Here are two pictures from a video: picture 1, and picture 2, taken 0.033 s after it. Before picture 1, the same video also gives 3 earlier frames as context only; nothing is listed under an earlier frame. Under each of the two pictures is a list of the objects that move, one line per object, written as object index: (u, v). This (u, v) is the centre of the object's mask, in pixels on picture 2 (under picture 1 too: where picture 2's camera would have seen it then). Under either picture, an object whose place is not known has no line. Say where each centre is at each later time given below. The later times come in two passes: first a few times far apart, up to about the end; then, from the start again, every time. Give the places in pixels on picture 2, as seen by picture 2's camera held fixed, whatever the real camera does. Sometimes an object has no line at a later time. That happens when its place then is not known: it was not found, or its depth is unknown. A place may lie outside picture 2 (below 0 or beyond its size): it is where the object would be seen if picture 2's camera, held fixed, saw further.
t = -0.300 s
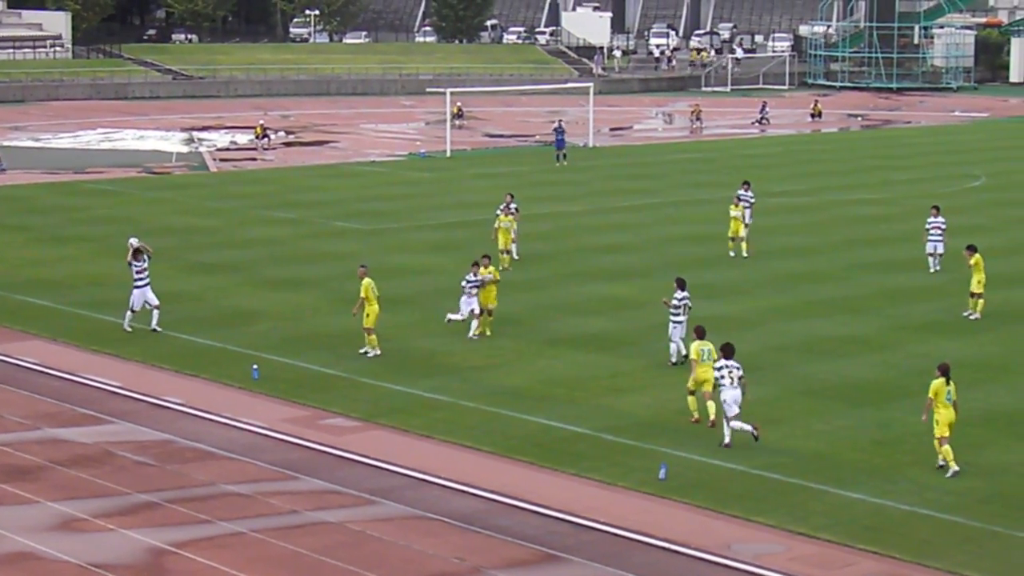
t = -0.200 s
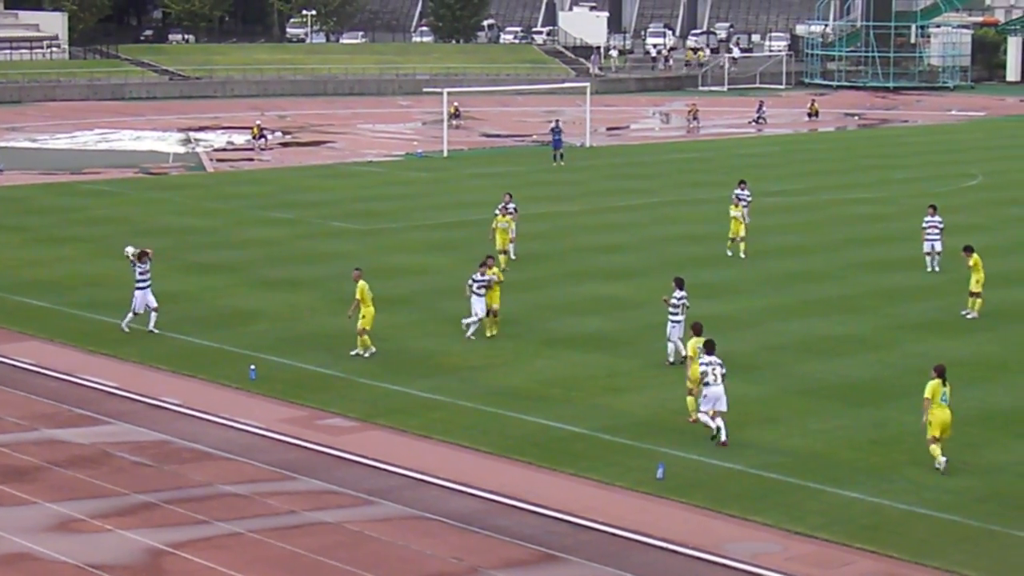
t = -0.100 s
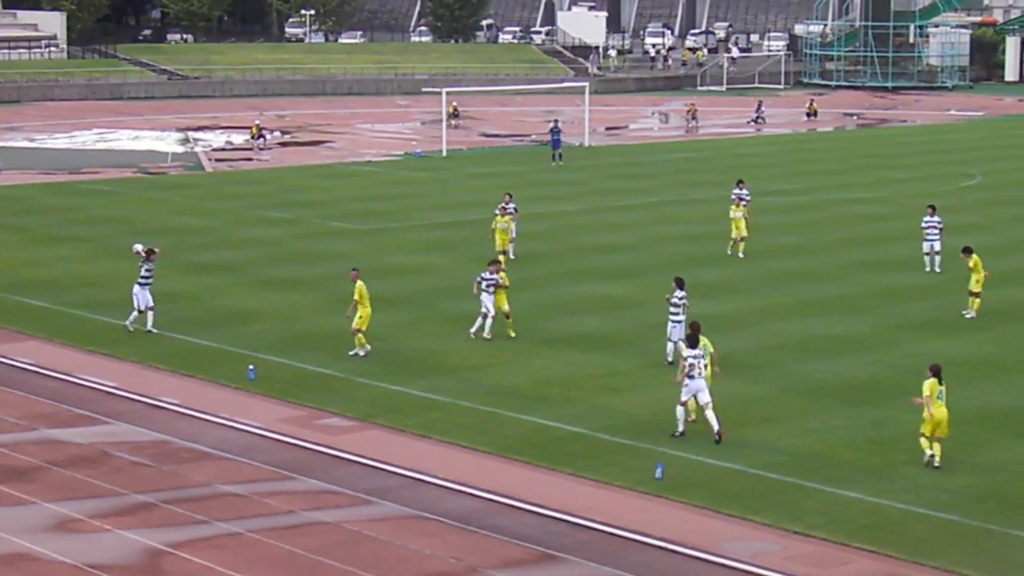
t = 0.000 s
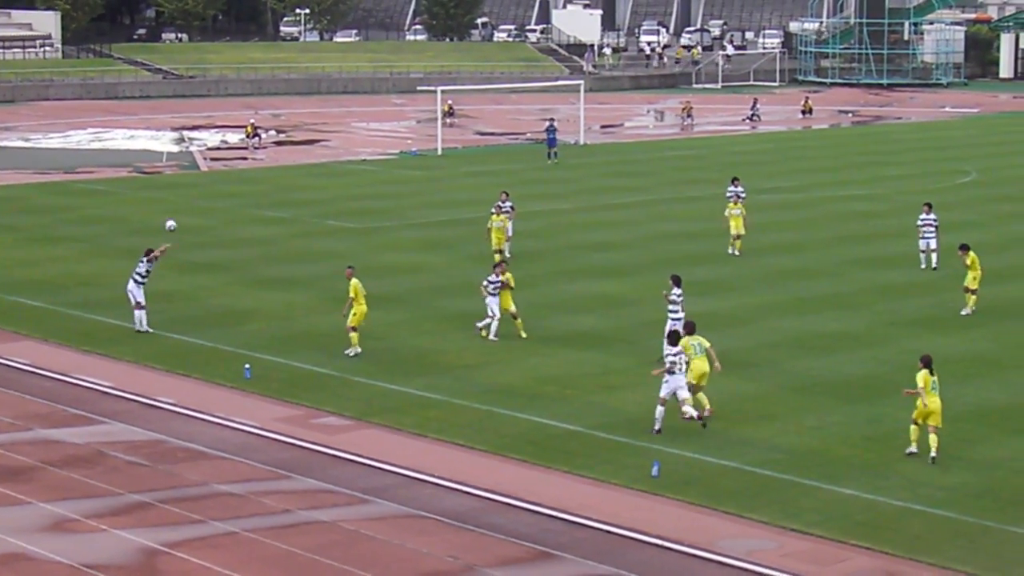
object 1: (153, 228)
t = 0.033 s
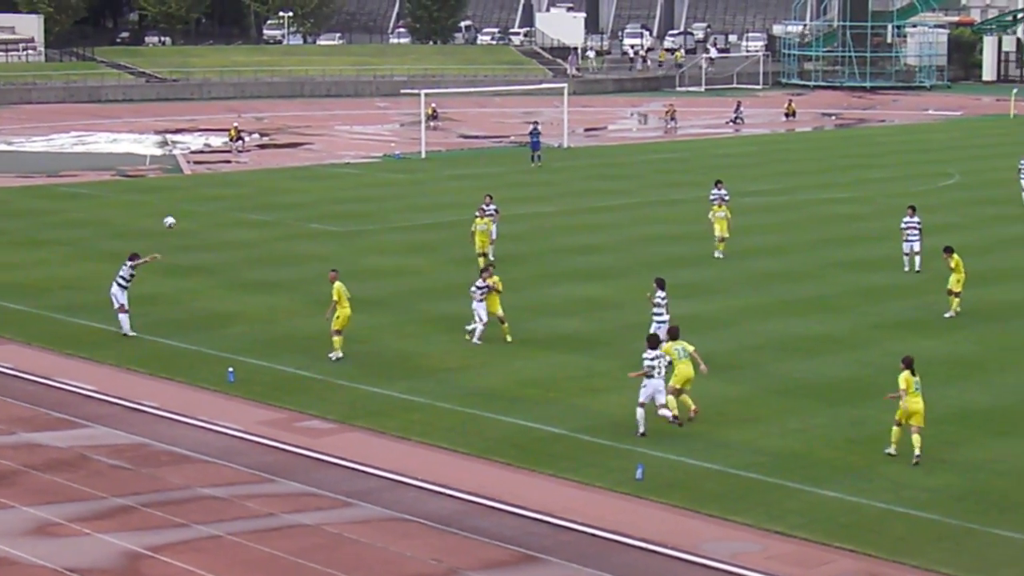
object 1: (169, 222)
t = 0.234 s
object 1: (262, 192)
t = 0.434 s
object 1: (354, 183)
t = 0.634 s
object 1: (445, 195)
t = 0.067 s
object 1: (185, 216)
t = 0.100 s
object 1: (200, 209)
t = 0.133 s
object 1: (215, 204)
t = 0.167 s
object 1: (231, 200)
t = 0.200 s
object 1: (246, 196)
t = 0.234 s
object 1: (262, 192)
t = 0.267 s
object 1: (278, 190)
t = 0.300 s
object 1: (293, 187)
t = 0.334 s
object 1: (308, 186)
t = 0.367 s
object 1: (324, 184)
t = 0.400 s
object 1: (339, 184)
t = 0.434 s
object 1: (354, 183)
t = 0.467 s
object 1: (369, 184)
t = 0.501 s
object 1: (384, 185)
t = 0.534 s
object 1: (399, 187)
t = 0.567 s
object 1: (415, 188)
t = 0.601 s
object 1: (430, 191)
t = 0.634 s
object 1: (445, 195)
